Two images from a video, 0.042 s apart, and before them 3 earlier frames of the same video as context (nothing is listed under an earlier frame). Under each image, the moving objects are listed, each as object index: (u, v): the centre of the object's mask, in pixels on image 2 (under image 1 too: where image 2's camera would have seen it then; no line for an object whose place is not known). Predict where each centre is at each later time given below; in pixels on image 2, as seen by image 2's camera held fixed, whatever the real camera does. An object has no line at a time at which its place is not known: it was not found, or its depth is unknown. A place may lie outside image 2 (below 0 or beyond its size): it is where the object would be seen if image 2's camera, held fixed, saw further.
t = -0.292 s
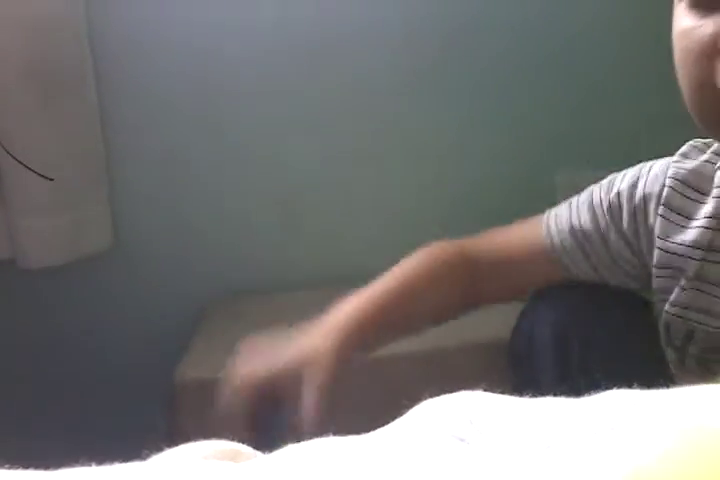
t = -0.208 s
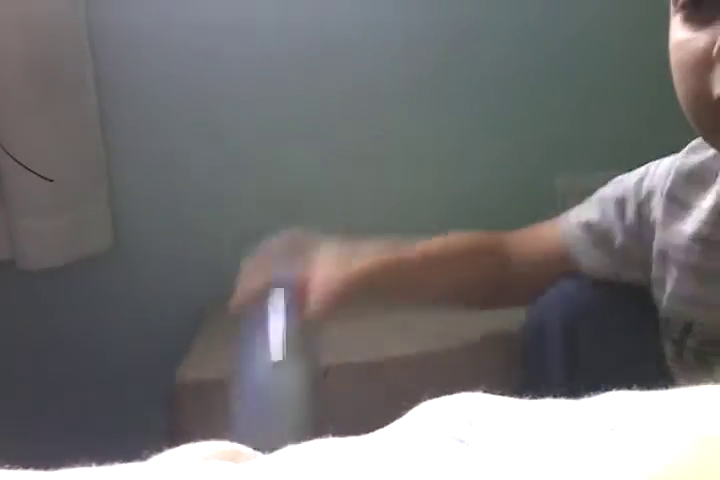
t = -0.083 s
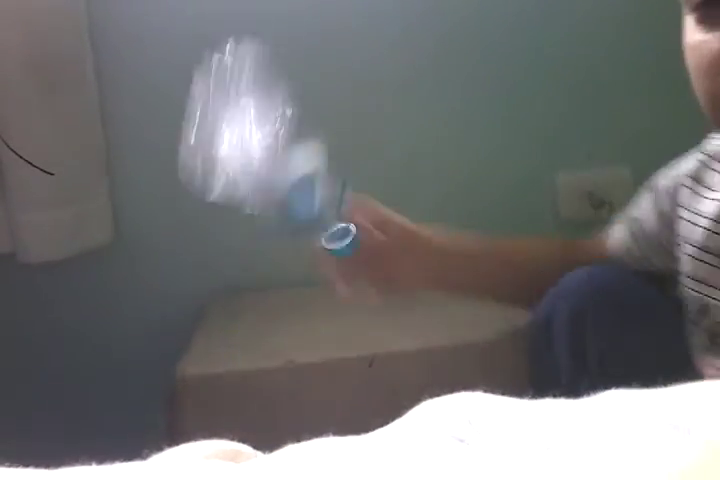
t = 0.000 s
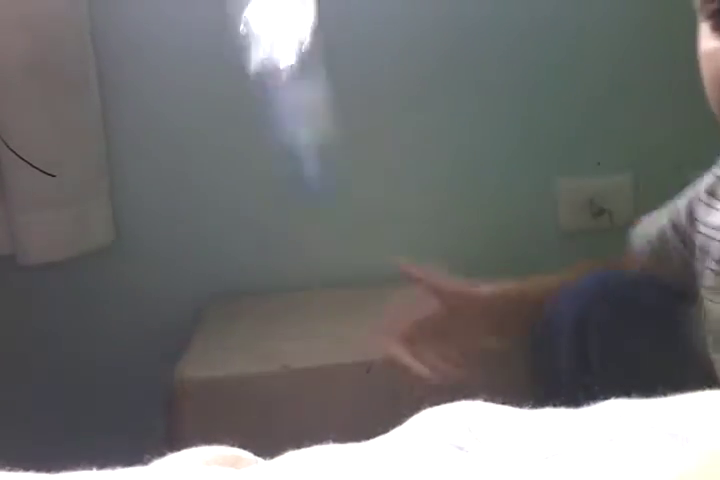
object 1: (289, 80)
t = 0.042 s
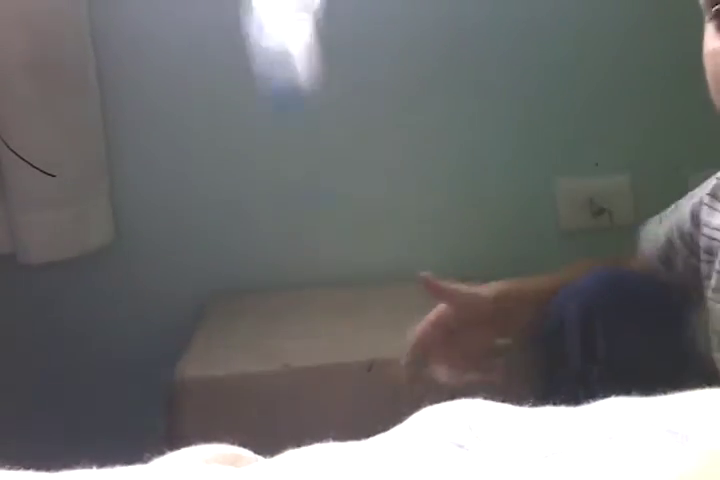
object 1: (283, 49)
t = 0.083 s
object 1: (294, 16)
